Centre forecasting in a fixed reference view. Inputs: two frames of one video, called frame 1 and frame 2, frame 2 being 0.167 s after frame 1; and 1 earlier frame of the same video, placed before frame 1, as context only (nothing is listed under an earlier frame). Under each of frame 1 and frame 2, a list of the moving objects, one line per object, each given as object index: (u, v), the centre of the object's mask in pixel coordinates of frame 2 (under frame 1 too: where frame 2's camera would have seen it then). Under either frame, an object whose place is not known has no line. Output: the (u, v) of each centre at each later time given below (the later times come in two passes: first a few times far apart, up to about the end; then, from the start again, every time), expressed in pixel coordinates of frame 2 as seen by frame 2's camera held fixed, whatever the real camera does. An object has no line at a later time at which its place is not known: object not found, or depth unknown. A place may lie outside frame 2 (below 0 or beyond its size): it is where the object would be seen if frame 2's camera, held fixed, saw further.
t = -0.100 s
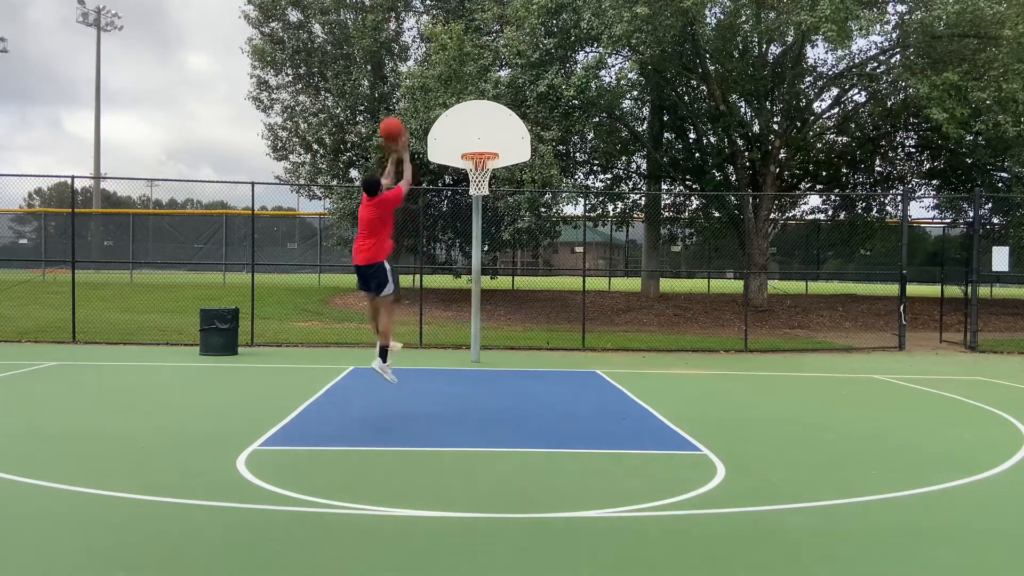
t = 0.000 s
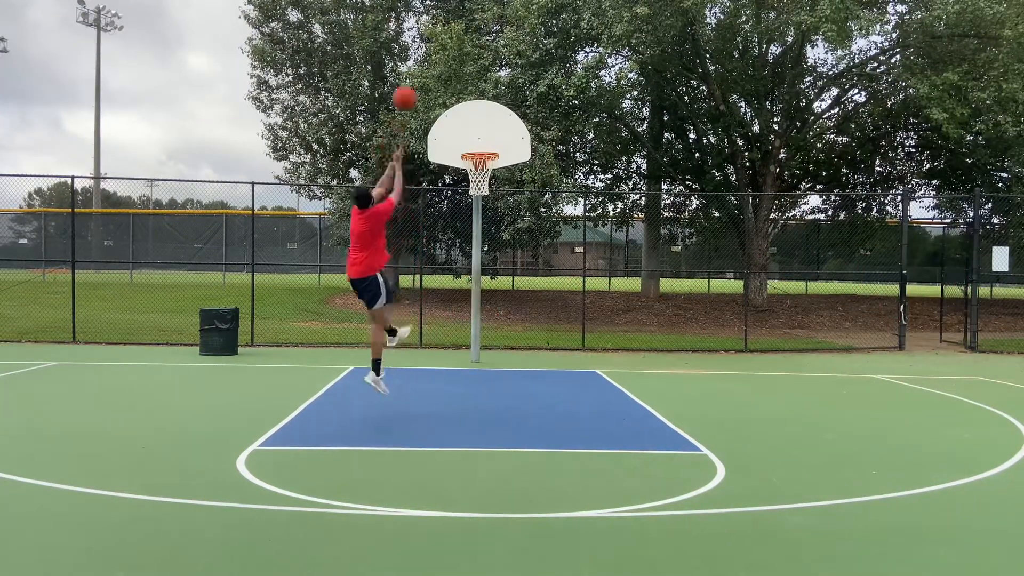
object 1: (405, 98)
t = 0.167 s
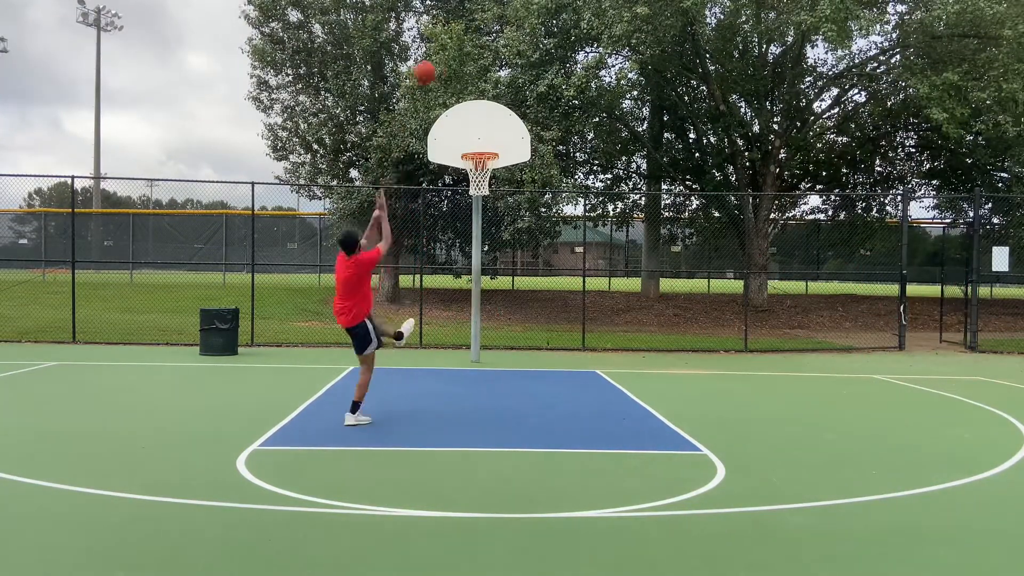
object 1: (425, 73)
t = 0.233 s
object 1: (431, 70)
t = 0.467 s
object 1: (453, 92)
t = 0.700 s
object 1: (472, 145)
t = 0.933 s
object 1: (486, 146)
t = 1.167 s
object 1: (472, 150)
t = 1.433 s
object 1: (479, 170)
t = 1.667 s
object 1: (485, 187)
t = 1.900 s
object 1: (479, 219)
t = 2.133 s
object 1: (472, 293)
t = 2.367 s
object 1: (466, 359)
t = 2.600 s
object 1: (457, 295)
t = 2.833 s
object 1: (447, 271)
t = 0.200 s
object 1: (427, 71)
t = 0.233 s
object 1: (431, 70)
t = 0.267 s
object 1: (432, 71)
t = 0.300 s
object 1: (438, 72)
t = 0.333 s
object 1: (442, 75)
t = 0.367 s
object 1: (445, 78)
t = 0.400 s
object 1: (448, 82)
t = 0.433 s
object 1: (451, 87)
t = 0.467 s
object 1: (453, 92)
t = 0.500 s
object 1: (456, 99)
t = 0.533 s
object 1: (459, 106)
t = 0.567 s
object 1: (461, 114)
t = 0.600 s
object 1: (464, 123)
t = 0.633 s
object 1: (467, 132)
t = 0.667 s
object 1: (469, 142)
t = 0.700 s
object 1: (472, 145)
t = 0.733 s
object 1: (474, 146)
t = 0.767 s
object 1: (477, 147)
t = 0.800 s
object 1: (479, 148)
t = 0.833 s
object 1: (481, 148)
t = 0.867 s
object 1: (484, 146)
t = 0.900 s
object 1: (486, 146)
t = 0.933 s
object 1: (486, 146)
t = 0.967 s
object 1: (484, 146)
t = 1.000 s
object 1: (481, 146)
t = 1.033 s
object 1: (478, 146)
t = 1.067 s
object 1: (475, 147)
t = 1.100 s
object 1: (473, 149)
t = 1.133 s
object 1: (473, 149)
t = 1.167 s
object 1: (472, 150)
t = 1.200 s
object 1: (473, 151)
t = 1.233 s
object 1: (474, 166)
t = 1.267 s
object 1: (474, 164)
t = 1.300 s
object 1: (476, 165)
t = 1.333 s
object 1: (477, 165)
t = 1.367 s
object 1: (476, 166)
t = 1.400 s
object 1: (477, 169)
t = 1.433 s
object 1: (479, 170)
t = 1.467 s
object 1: (483, 174)
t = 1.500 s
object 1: (485, 175)
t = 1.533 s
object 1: (485, 179)
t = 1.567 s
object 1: (486, 179)
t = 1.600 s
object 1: (486, 180)
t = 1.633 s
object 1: (486, 182)
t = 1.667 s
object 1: (485, 187)
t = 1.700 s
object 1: (484, 189)
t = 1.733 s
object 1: (484, 193)
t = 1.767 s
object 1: (482, 196)
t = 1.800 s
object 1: (481, 200)
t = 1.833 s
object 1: (480, 205)
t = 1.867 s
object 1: (480, 212)
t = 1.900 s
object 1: (479, 219)
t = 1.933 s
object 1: (478, 228)
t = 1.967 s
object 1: (477, 236)
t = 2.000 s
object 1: (477, 247)
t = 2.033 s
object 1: (476, 257)
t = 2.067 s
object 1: (474, 268)
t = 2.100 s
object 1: (474, 280)
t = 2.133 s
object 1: (472, 293)
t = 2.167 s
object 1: (472, 307)
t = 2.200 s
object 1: (470, 322)
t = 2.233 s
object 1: (470, 338)
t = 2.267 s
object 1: (469, 355)
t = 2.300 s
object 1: (468, 372)
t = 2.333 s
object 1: (467, 372)
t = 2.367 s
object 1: (466, 359)
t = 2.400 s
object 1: (465, 348)
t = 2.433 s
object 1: (463, 336)
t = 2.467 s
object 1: (462, 327)
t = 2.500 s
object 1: (460, 317)
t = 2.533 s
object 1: (459, 308)
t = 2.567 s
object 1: (458, 300)
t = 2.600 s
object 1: (457, 295)
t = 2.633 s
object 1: (455, 289)
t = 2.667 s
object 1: (454, 282)
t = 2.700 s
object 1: (453, 280)
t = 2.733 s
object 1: (451, 276)
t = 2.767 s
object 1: (450, 273)
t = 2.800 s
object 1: (449, 272)
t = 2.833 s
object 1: (447, 271)
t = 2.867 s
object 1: (445, 271)
